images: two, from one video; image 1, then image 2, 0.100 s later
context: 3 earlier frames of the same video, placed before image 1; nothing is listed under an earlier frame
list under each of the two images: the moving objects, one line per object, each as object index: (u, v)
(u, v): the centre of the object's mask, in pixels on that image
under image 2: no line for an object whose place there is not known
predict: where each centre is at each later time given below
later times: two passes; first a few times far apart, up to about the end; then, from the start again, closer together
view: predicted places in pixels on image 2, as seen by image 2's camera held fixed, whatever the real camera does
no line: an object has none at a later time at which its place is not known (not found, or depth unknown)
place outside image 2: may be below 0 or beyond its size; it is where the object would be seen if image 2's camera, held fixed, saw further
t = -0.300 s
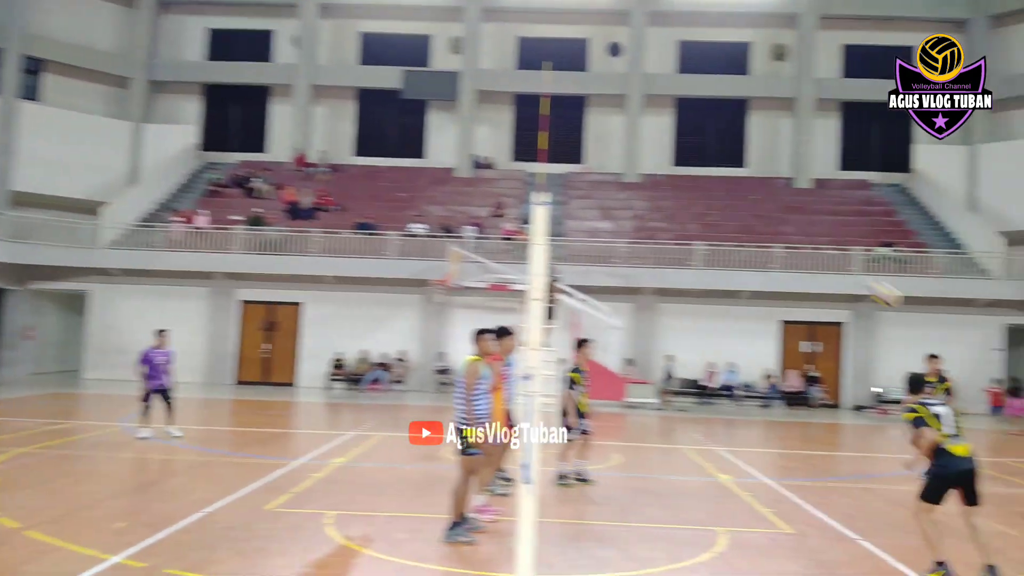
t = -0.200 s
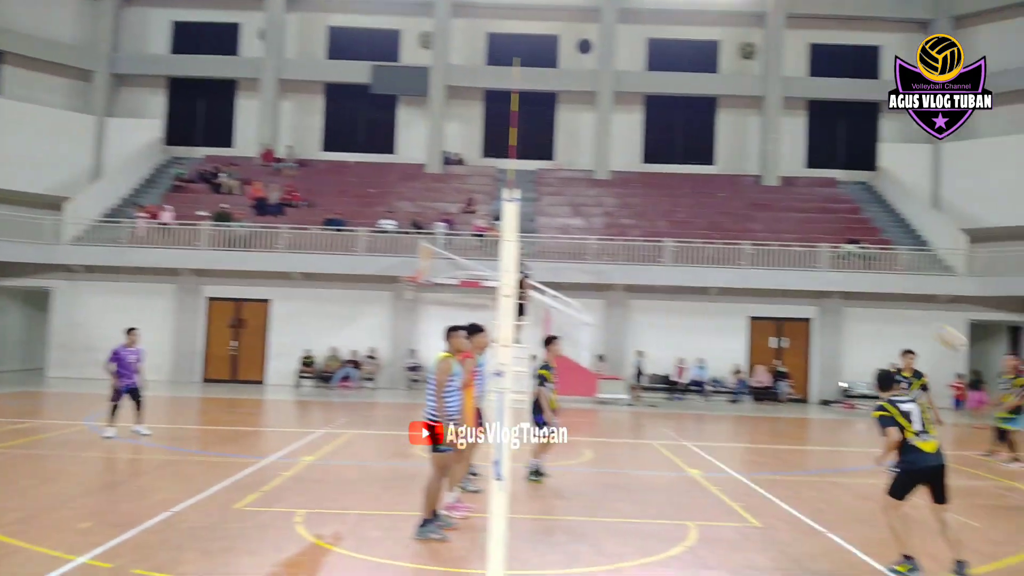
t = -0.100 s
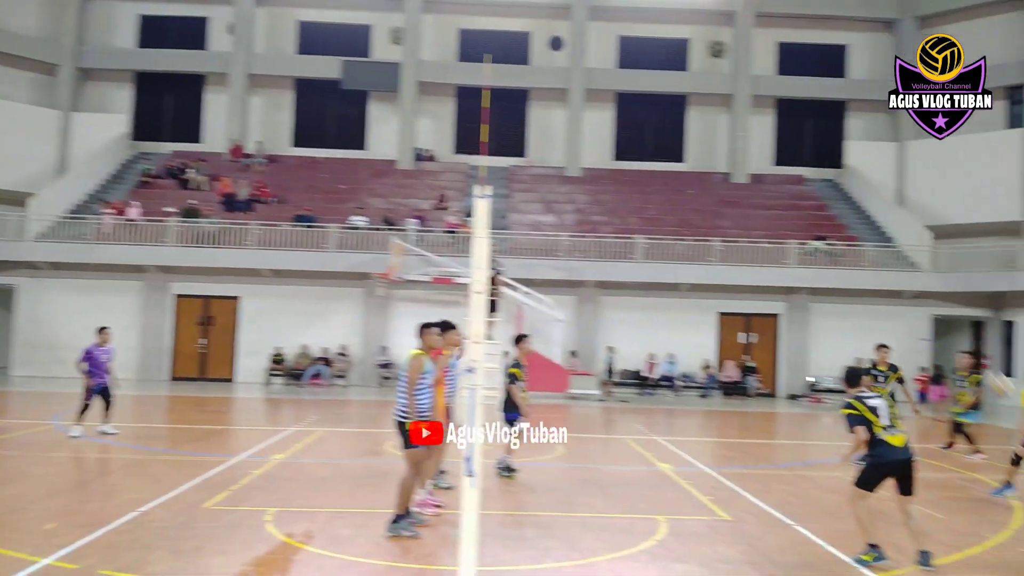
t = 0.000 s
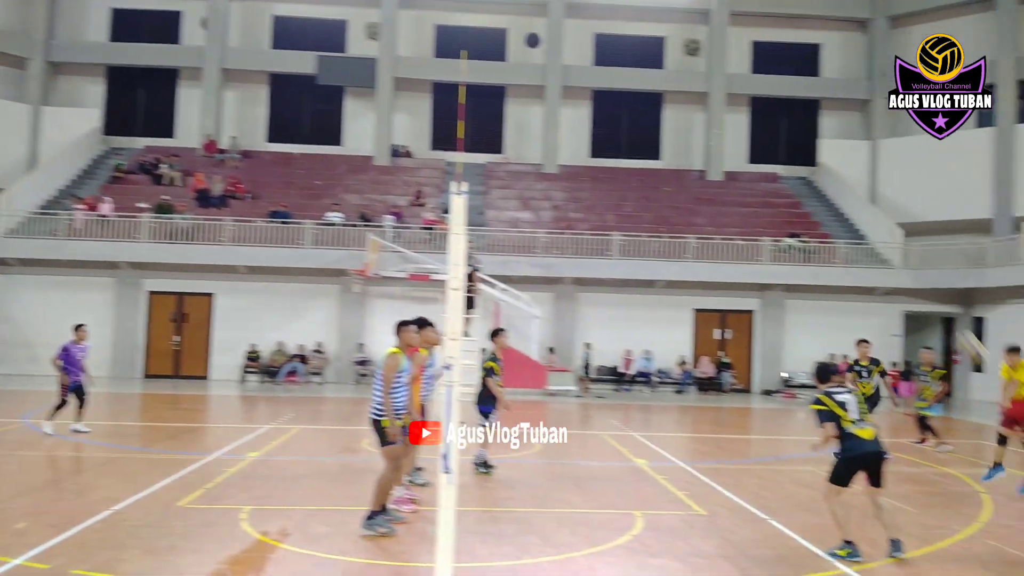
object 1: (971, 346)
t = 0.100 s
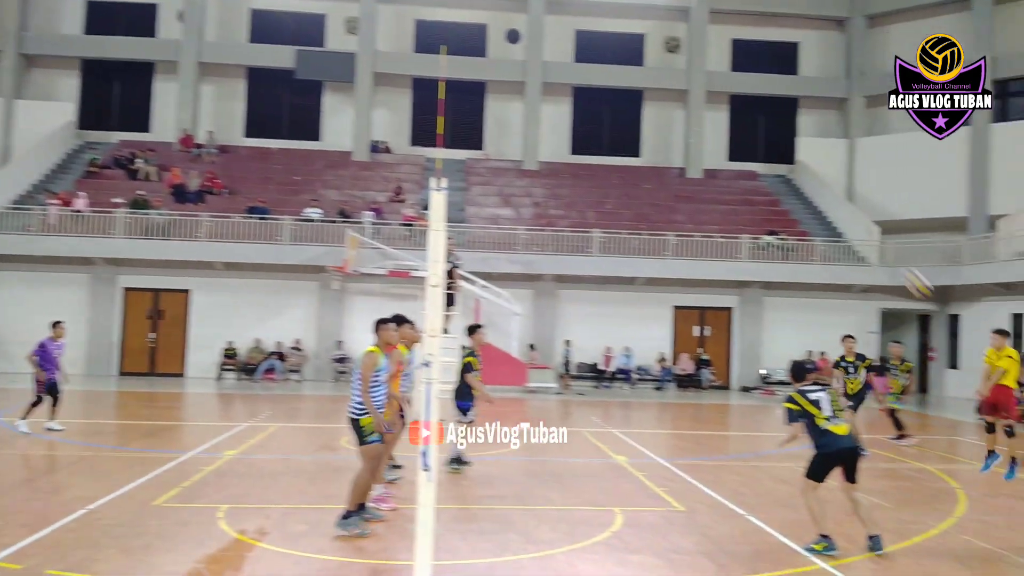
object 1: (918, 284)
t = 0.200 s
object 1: (883, 228)
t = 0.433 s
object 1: (806, 145)
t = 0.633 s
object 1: (742, 109)
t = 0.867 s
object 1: (675, 107)
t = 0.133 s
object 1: (905, 262)
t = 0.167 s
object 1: (893, 245)
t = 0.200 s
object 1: (883, 228)
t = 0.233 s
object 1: (870, 213)
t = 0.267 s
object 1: (859, 200)
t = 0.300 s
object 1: (848, 189)
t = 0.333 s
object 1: (837, 176)
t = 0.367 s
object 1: (826, 163)
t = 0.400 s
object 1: (815, 153)
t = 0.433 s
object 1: (806, 145)
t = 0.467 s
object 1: (793, 135)
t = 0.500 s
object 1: (783, 129)
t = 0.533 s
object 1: (773, 123)
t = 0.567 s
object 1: (763, 117)
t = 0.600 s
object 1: (752, 113)
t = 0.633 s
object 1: (742, 109)
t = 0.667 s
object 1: (732, 106)
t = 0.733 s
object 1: (712, 103)
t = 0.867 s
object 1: (675, 107)
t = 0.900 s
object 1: (665, 111)
